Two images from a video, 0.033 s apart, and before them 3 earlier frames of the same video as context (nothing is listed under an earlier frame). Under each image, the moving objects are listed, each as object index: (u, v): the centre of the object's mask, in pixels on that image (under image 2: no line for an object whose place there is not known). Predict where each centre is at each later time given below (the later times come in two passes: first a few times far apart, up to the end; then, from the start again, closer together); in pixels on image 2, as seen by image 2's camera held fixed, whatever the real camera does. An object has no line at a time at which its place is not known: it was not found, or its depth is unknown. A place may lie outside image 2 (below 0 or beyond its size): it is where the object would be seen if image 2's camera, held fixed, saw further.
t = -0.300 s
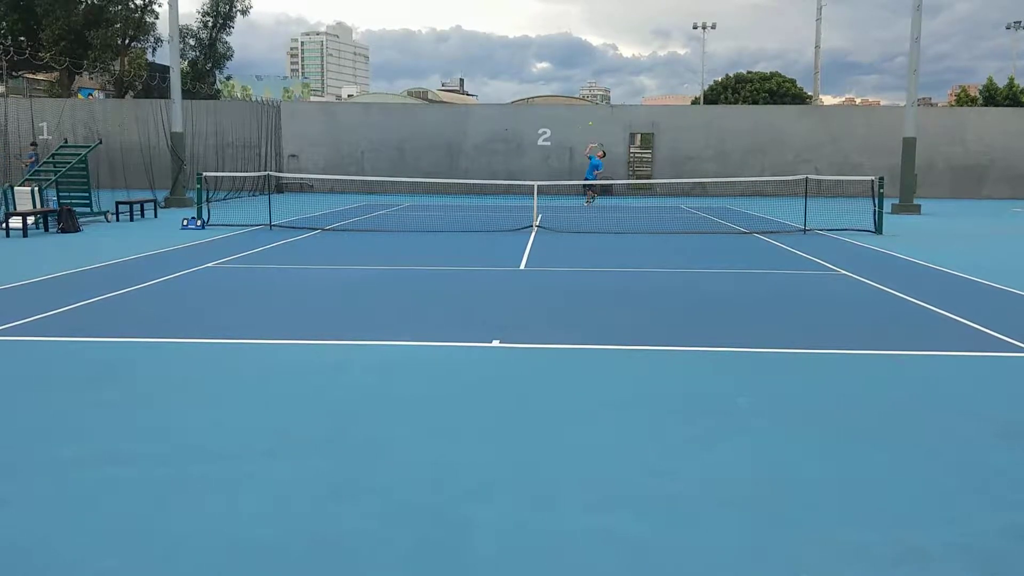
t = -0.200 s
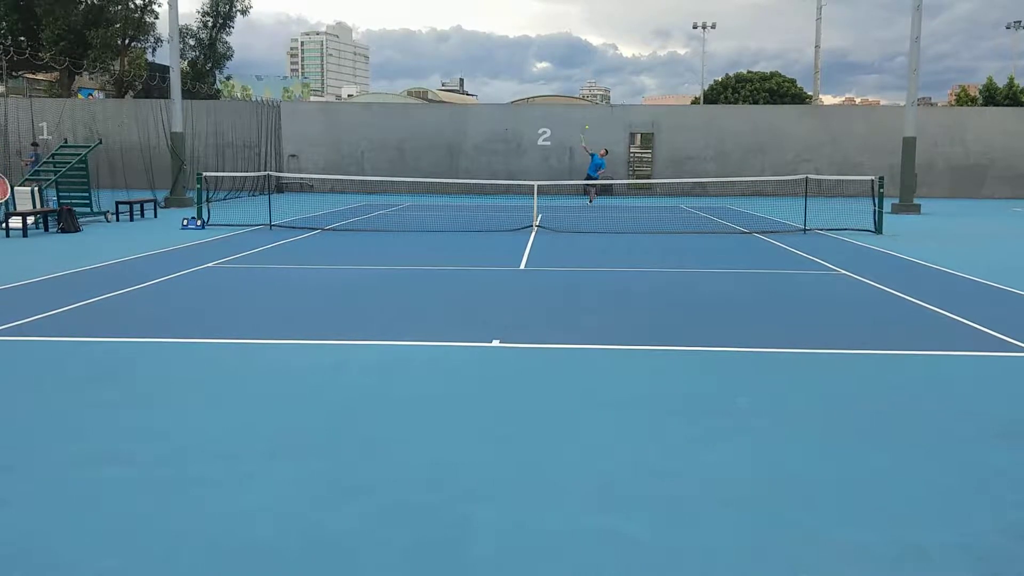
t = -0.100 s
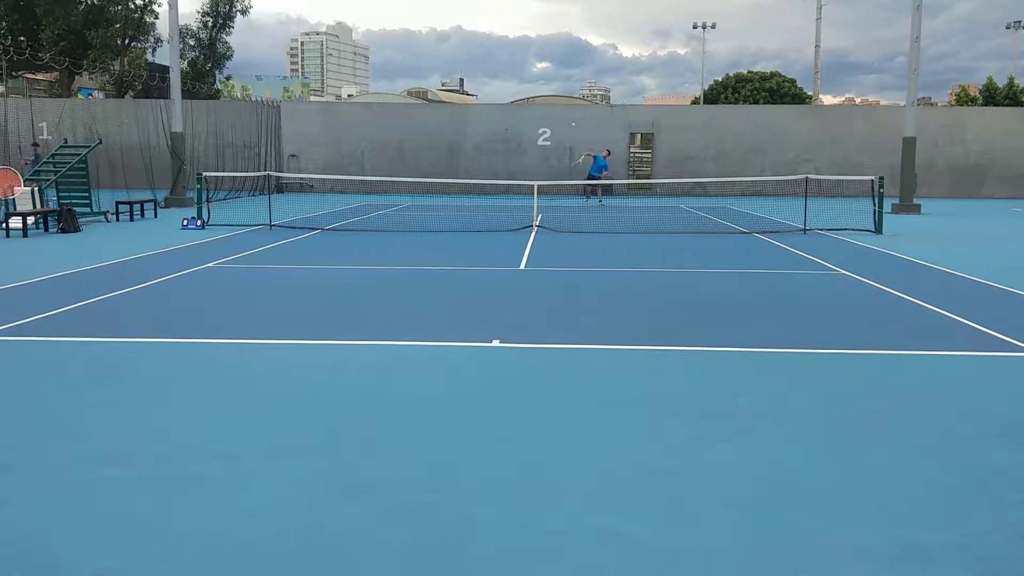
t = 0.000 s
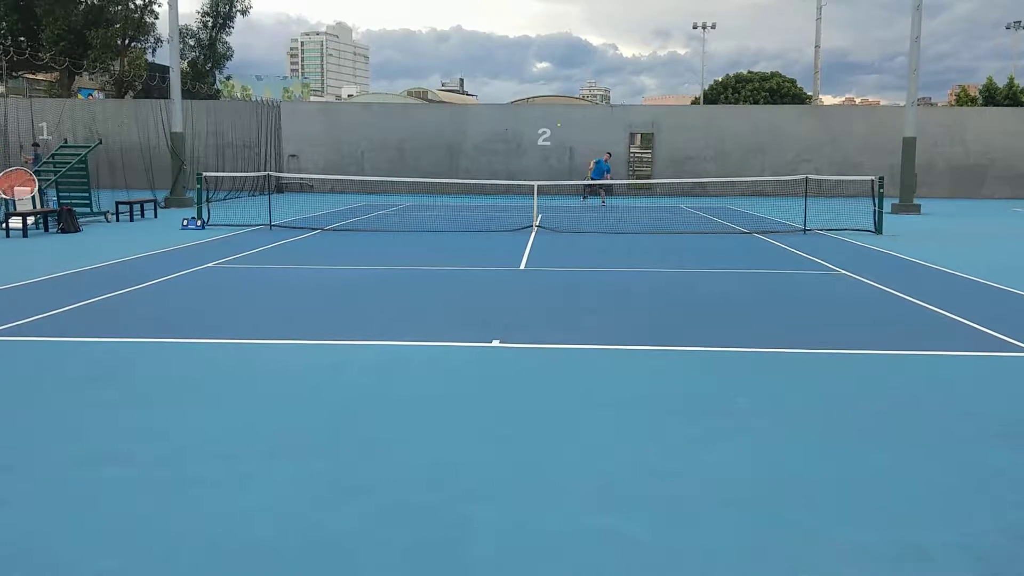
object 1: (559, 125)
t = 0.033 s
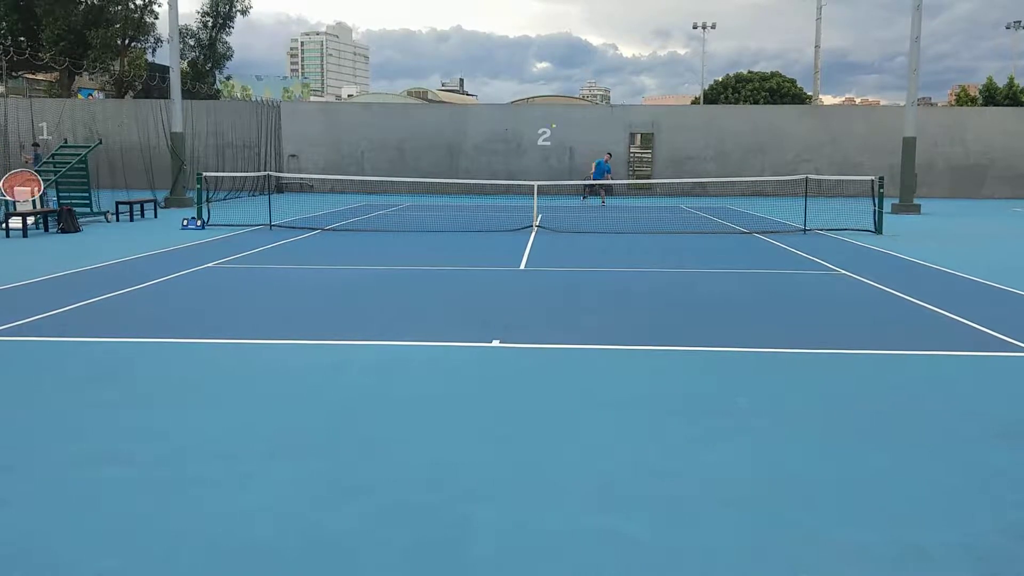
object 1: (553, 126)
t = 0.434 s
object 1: (482, 194)
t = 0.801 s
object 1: (409, 188)
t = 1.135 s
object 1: (330, 170)
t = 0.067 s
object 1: (549, 128)
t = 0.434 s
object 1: (482, 194)
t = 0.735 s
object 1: (422, 200)
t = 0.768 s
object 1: (417, 194)
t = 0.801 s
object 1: (409, 188)
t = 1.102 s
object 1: (339, 167)
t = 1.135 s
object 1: (330, 170)
